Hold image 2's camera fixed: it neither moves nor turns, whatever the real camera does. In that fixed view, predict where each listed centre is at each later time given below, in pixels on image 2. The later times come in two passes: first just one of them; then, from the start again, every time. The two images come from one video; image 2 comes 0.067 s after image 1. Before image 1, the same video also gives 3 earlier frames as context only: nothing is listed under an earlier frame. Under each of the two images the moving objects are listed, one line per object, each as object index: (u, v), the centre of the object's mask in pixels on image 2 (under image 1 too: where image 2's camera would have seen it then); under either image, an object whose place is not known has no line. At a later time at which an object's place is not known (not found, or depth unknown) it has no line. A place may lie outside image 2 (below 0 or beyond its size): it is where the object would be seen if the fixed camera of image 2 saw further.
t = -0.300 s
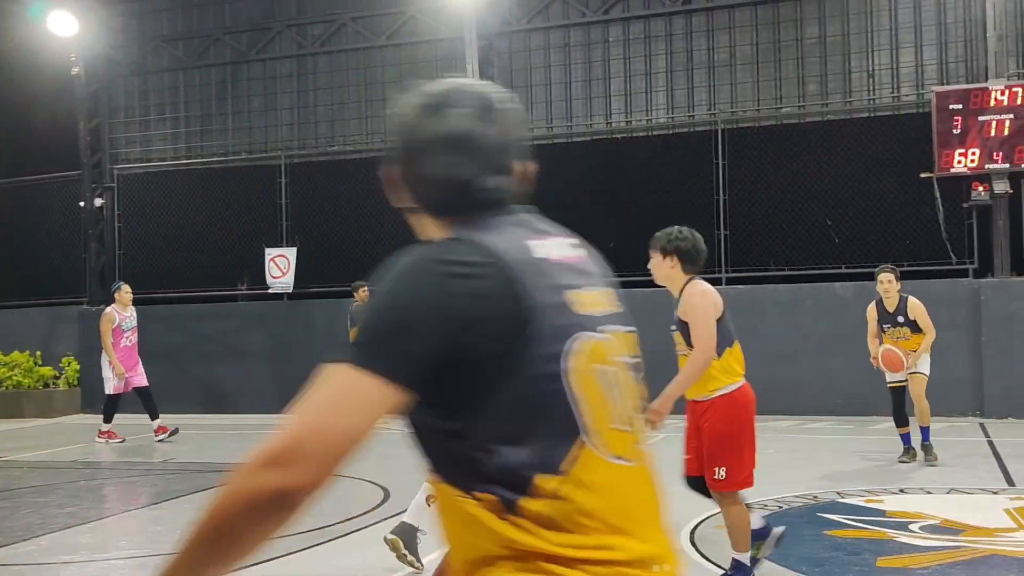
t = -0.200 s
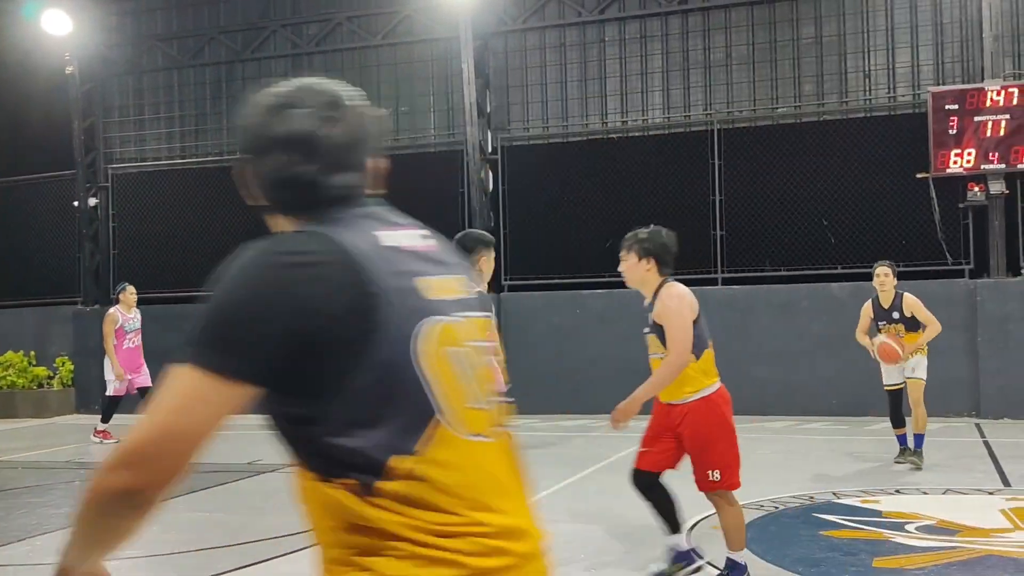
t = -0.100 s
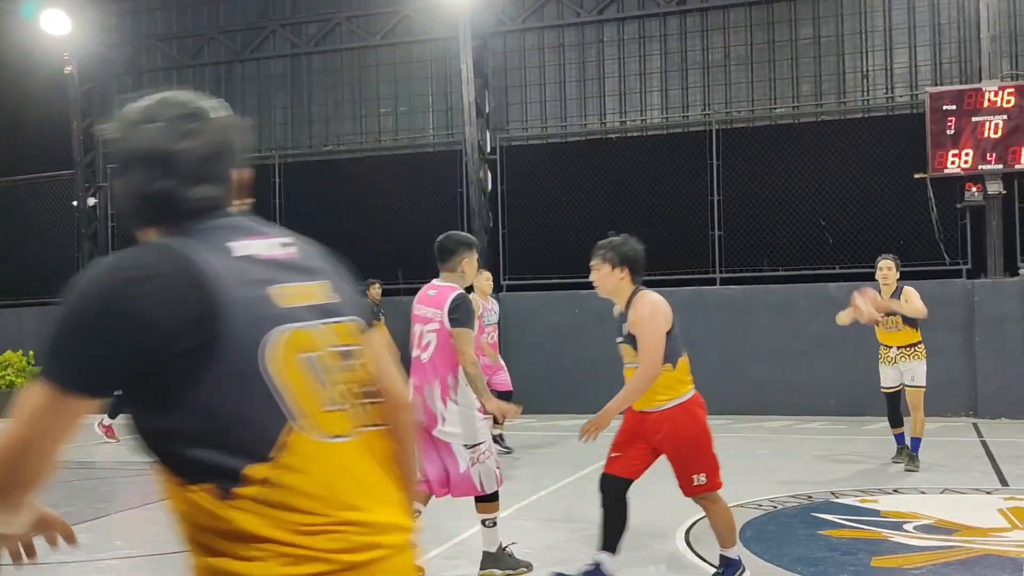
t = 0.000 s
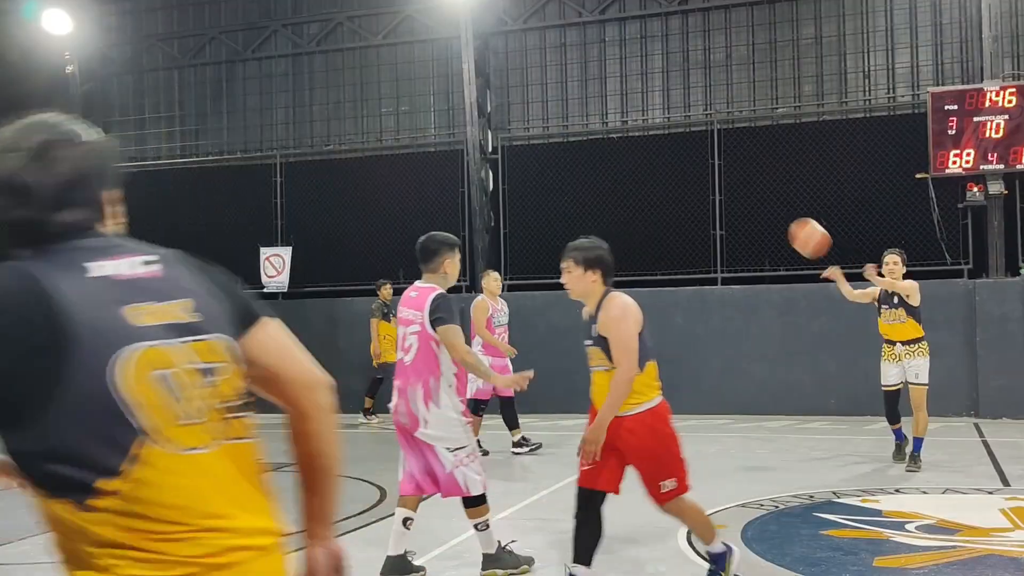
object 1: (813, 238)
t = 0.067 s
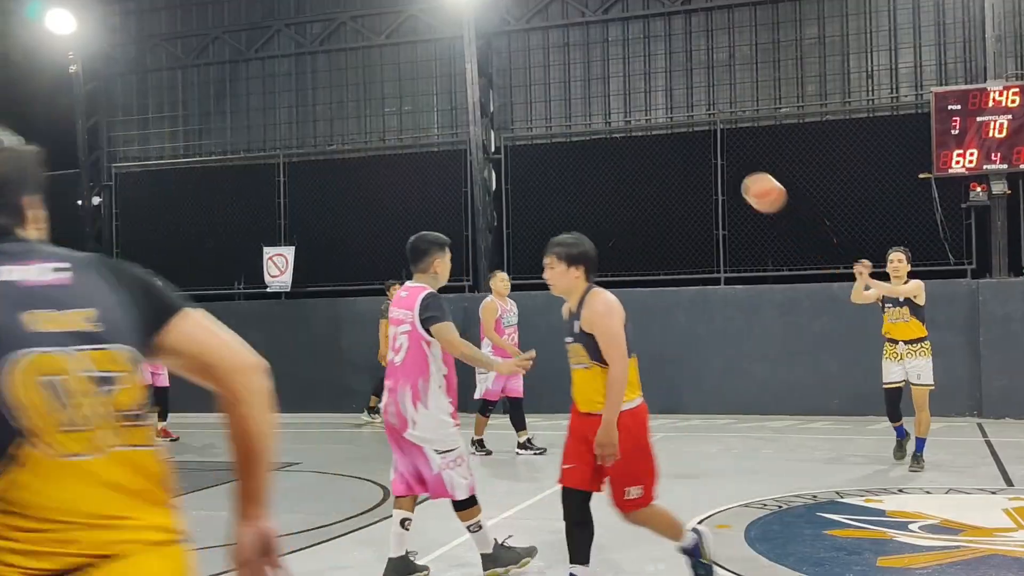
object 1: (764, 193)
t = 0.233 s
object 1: (627, 91)
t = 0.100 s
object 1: (739, 171)
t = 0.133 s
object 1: (712, 150)
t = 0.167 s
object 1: (683, 131)
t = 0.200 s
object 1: (656, 111)
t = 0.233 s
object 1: (627, 91)
